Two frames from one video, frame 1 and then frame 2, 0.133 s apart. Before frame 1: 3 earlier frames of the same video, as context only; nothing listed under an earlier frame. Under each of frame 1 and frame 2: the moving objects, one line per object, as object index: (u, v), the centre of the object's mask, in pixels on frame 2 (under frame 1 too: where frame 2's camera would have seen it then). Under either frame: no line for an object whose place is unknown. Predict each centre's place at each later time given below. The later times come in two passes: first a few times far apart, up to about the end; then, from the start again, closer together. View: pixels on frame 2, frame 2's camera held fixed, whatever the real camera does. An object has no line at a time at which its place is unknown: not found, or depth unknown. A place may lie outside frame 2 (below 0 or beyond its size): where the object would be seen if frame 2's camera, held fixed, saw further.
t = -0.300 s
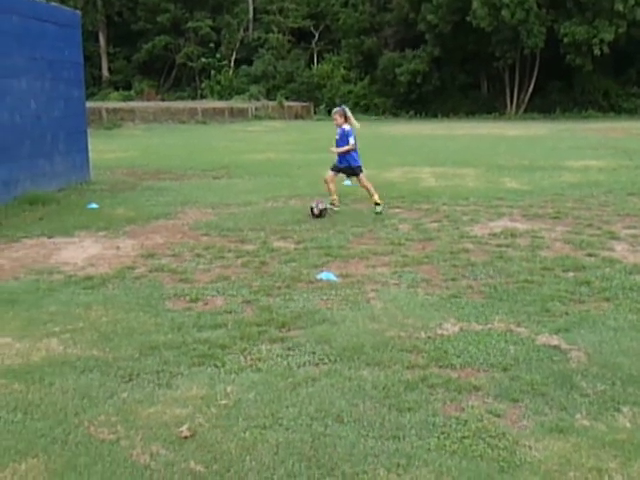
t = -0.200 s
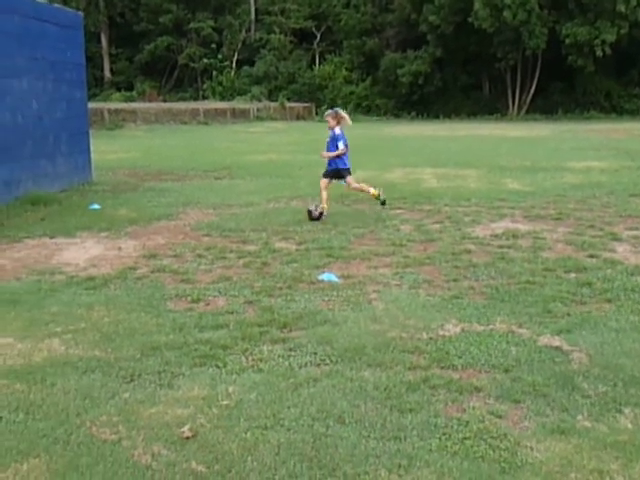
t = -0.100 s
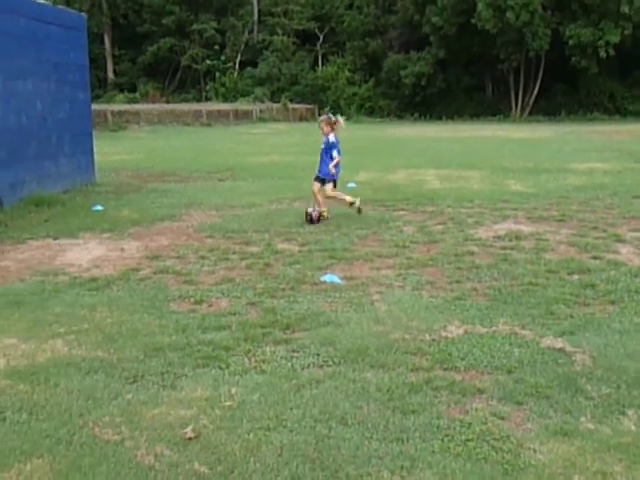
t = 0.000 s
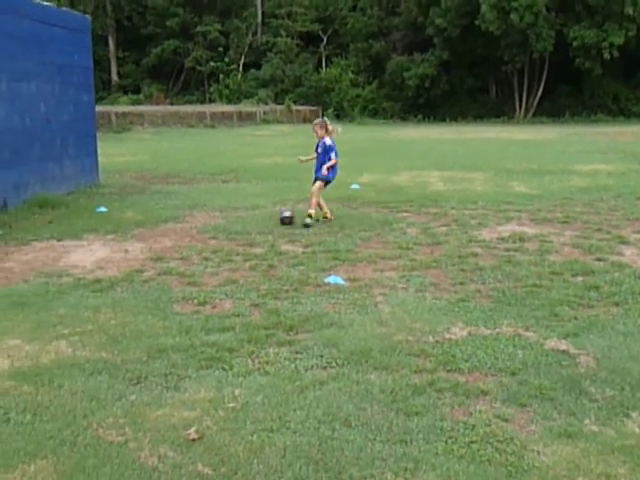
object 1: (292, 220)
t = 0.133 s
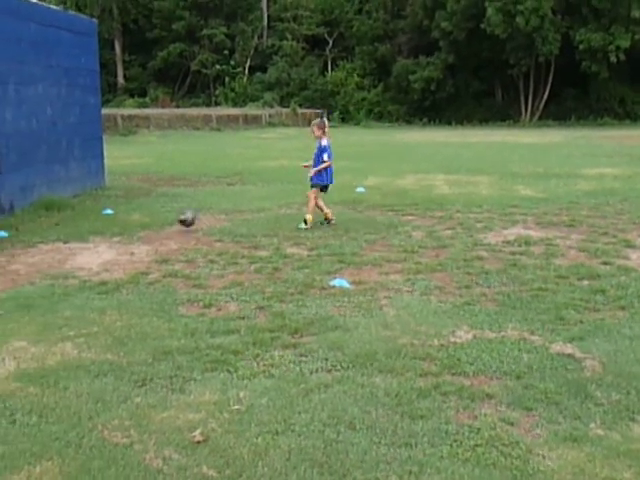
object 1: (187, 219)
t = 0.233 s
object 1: (111, 222)
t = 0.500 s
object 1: (3, 222)
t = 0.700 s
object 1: (79, 222)
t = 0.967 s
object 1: (161, 224)
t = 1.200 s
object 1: (222, 224)
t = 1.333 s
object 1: (256, 230)
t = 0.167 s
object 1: (160, 221)
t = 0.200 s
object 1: (135, 223)
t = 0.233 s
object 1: (111, 222)
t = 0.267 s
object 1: (88, 221)
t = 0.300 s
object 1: (65, 218)
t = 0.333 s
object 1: (42, 217)
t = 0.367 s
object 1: (19, 218)
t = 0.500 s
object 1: (3, 222)
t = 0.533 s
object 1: (17, 223)
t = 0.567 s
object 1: (32, 225)
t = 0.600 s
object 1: (44, 224)
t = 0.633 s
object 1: (56, 224)
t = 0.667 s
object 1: (67, 222)
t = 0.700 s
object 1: (79, 222)
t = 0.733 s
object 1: (91, 223)
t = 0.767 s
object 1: (103, 224)
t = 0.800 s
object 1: (115, 228)
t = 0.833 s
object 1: (127, 229)
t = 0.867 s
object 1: (134, 227)
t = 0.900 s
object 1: (143, 225)
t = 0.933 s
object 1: (152, 224)
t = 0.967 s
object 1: (161, 224)
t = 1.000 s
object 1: (170, 225)
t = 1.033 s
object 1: (179, 228)
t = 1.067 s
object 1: (188, 230)
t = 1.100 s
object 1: (196, 228)
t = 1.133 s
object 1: (204, 225)
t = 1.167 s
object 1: (213, 224)
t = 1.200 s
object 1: (222, 224)
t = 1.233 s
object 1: (230, 225)
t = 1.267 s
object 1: (239, 228)
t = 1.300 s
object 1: (248, 231)
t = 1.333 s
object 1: (256, 230)
